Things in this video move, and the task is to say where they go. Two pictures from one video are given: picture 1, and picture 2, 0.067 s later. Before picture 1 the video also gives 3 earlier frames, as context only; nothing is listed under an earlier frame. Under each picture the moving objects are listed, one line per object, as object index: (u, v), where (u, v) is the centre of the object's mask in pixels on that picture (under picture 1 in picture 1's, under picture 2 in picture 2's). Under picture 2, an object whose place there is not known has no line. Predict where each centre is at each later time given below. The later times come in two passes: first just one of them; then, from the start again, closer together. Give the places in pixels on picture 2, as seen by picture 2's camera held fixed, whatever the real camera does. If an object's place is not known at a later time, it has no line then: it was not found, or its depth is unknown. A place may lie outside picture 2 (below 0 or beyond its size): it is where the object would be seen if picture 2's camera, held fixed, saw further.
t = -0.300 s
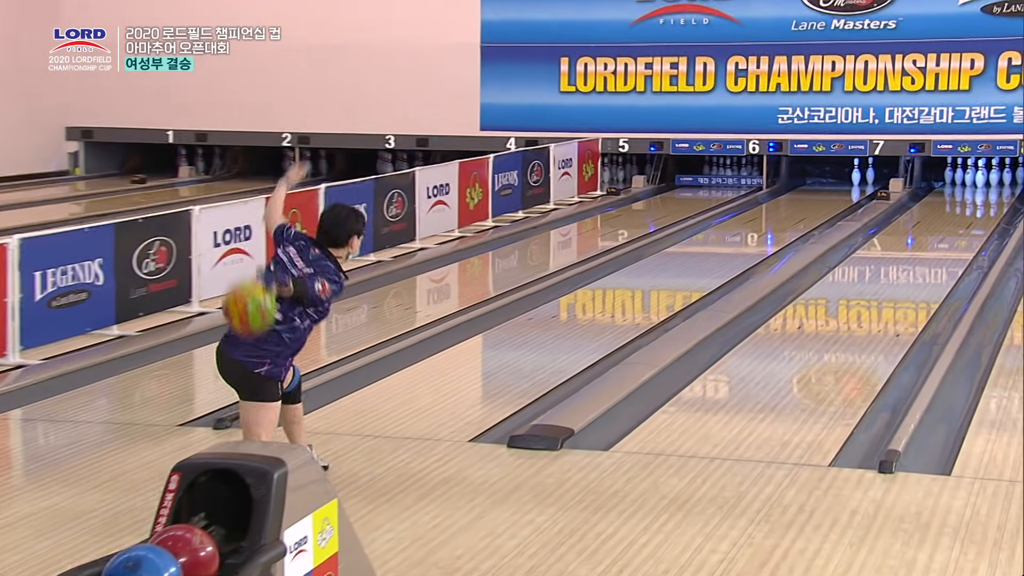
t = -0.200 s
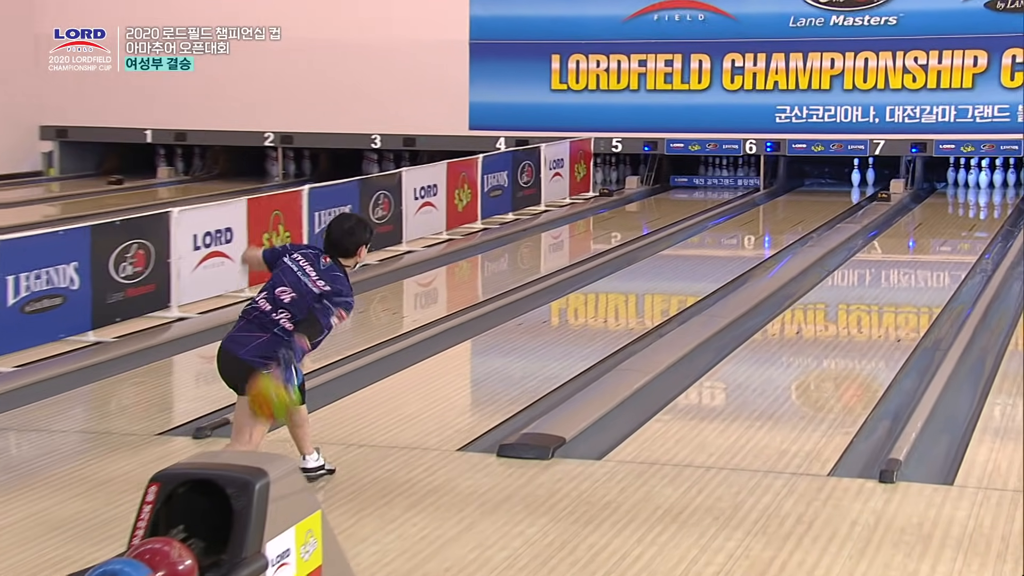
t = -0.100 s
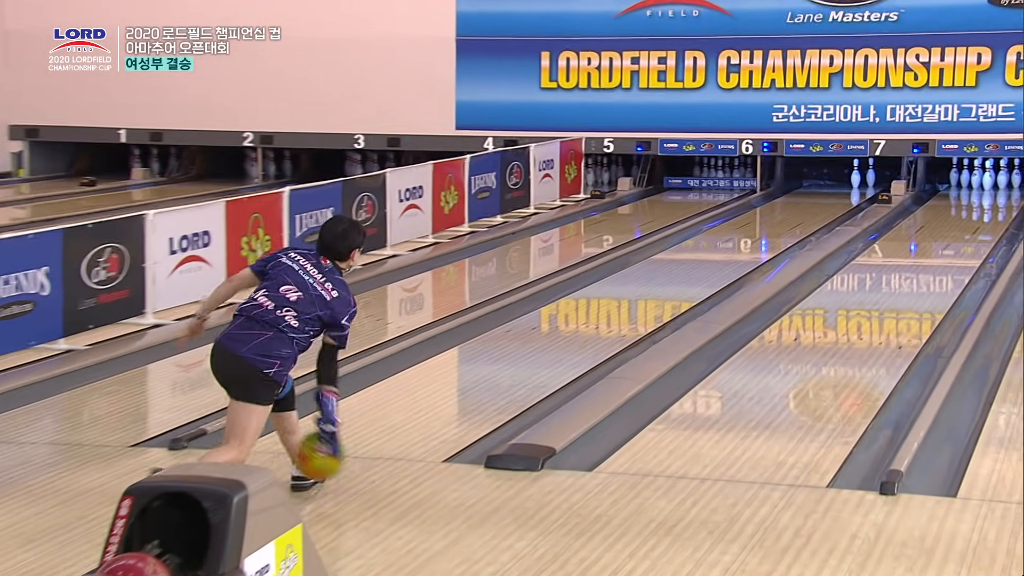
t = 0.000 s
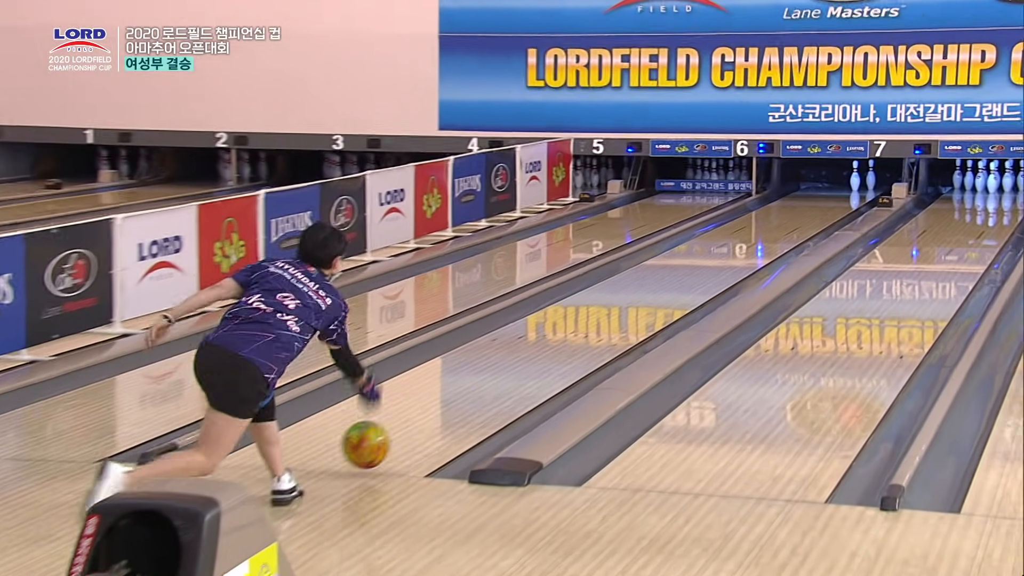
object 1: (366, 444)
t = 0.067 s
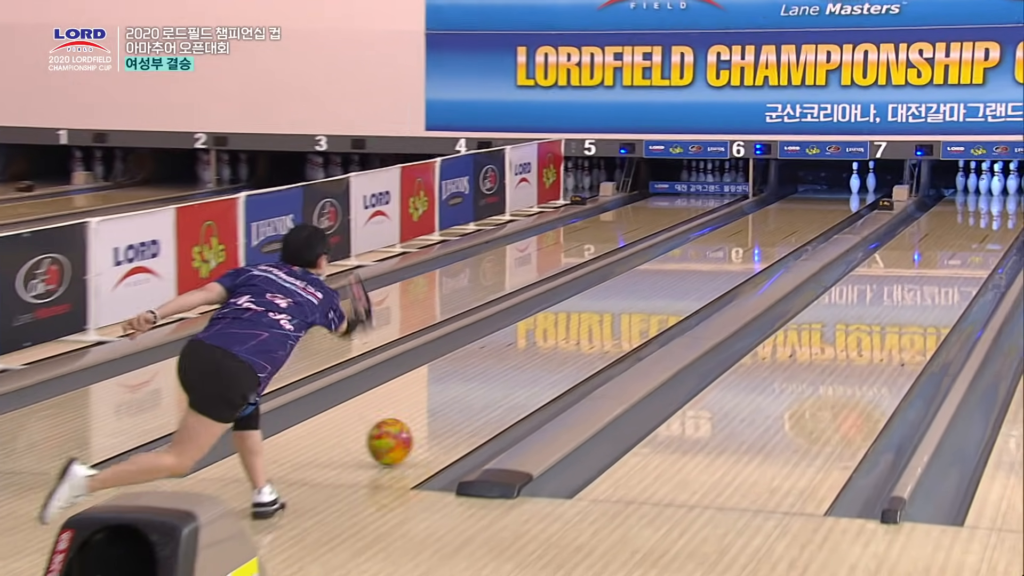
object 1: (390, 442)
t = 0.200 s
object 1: (460, 405)
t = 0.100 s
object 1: (409, 432)
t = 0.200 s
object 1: (460, 405)
